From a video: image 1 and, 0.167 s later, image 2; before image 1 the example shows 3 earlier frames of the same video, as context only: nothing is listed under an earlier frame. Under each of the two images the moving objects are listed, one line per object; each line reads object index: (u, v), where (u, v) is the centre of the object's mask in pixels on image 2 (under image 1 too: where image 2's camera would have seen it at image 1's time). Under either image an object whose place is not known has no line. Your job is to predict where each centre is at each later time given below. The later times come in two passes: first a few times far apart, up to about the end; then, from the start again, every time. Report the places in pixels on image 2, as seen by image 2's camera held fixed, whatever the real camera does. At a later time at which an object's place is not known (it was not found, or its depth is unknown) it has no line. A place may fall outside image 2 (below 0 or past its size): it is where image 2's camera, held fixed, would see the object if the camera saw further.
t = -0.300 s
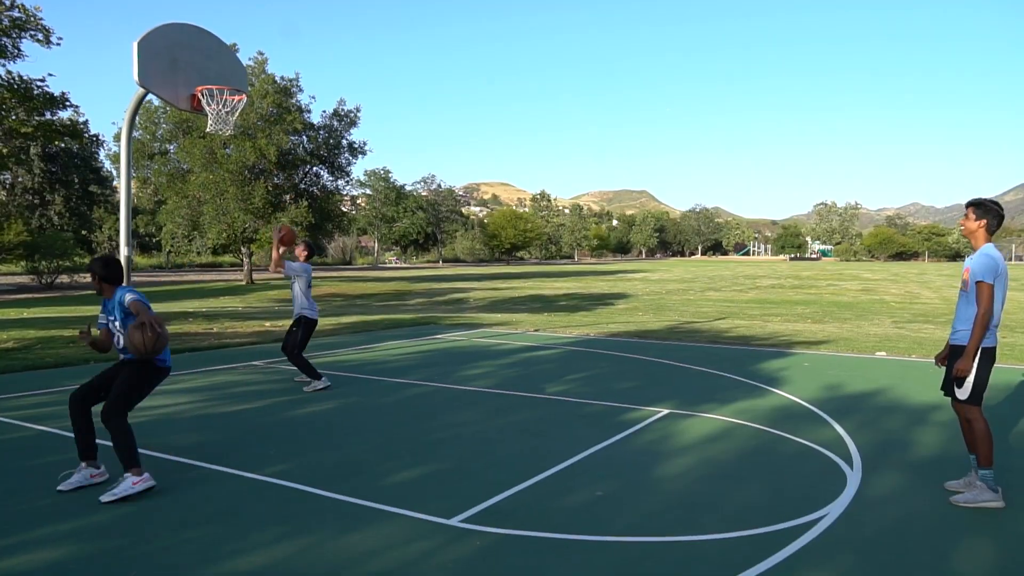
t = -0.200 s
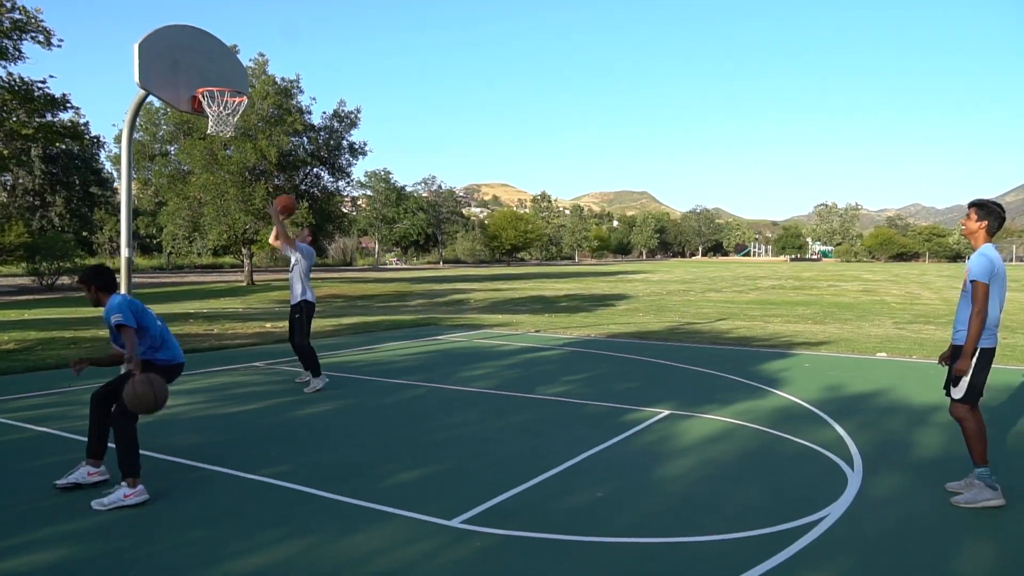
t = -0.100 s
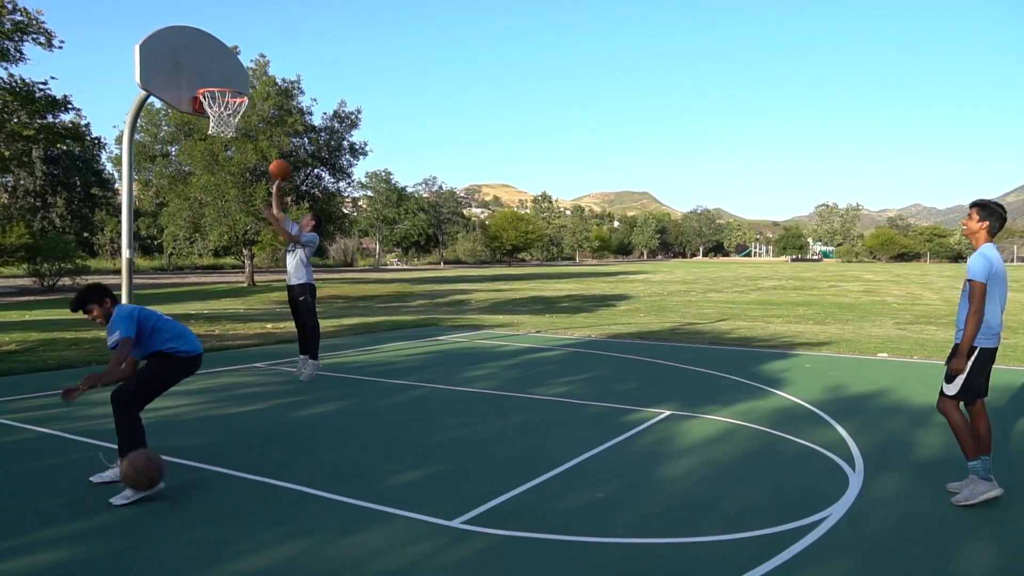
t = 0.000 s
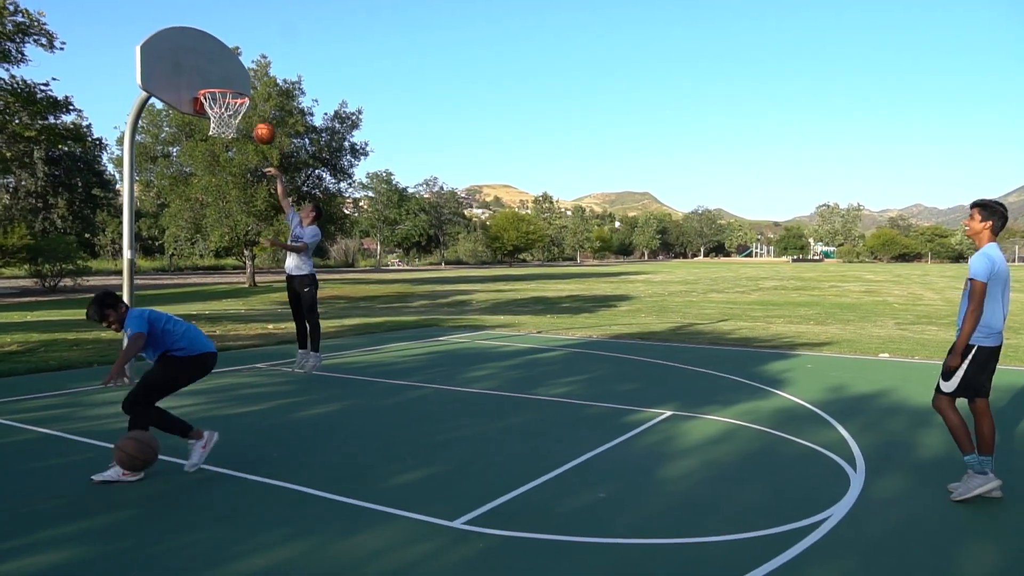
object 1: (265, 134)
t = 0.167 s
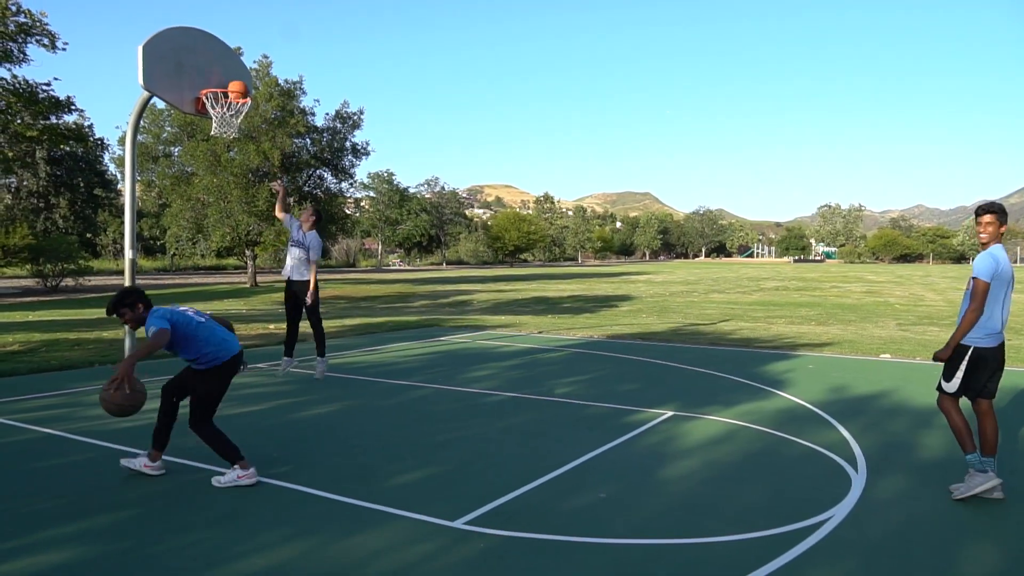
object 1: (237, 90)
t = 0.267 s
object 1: (237, 86)
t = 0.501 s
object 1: (234, 83)
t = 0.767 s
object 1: (225, 98)
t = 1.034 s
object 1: (220, 152)
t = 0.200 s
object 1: (237, 88)
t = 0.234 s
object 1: (237, 86)
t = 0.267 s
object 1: (237, 86)
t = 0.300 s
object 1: (237, 85)
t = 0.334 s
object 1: (236, 86)
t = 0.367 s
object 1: (236, 88)
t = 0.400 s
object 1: (235, 86)
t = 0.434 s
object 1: (235, 84)
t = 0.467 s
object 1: (234, 83)
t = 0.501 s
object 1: (234, 83)
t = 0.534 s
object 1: (234, 84)
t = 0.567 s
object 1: (233, 86)
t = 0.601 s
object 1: (232, 89)
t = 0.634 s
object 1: (231, 89)
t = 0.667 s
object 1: (230, 90)
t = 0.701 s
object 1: (228, 91)
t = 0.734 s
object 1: (227, 94)
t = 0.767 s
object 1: (225, 98)
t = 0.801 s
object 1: (223, 102)
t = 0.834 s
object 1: (221, 108)
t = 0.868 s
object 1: (218, 113)
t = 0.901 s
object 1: (220, 122)
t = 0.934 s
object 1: (219, 133)
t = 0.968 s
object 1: (220, 136)
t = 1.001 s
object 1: (220, 143)
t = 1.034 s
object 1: (220, 152)
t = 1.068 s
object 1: (220, 162)
